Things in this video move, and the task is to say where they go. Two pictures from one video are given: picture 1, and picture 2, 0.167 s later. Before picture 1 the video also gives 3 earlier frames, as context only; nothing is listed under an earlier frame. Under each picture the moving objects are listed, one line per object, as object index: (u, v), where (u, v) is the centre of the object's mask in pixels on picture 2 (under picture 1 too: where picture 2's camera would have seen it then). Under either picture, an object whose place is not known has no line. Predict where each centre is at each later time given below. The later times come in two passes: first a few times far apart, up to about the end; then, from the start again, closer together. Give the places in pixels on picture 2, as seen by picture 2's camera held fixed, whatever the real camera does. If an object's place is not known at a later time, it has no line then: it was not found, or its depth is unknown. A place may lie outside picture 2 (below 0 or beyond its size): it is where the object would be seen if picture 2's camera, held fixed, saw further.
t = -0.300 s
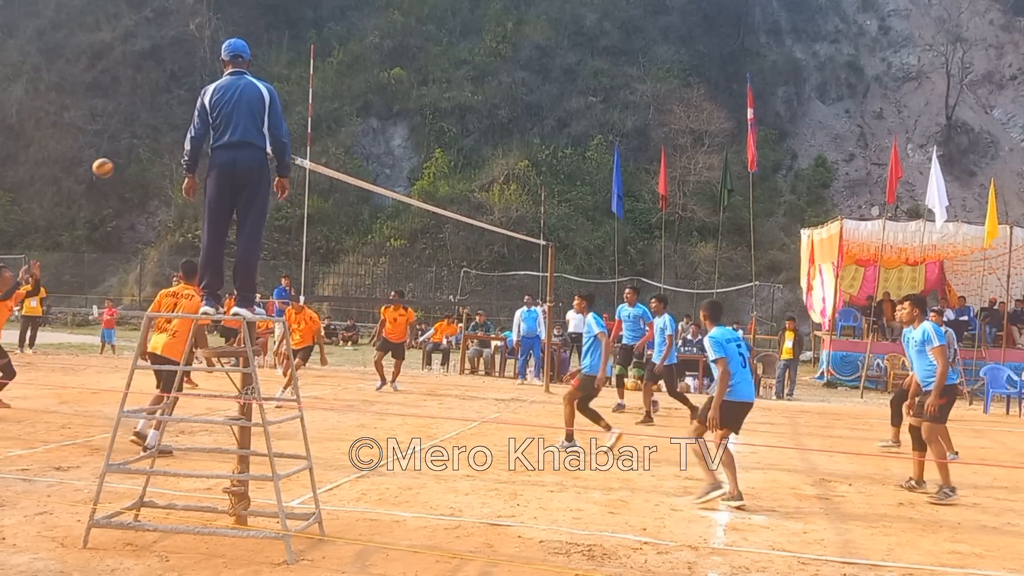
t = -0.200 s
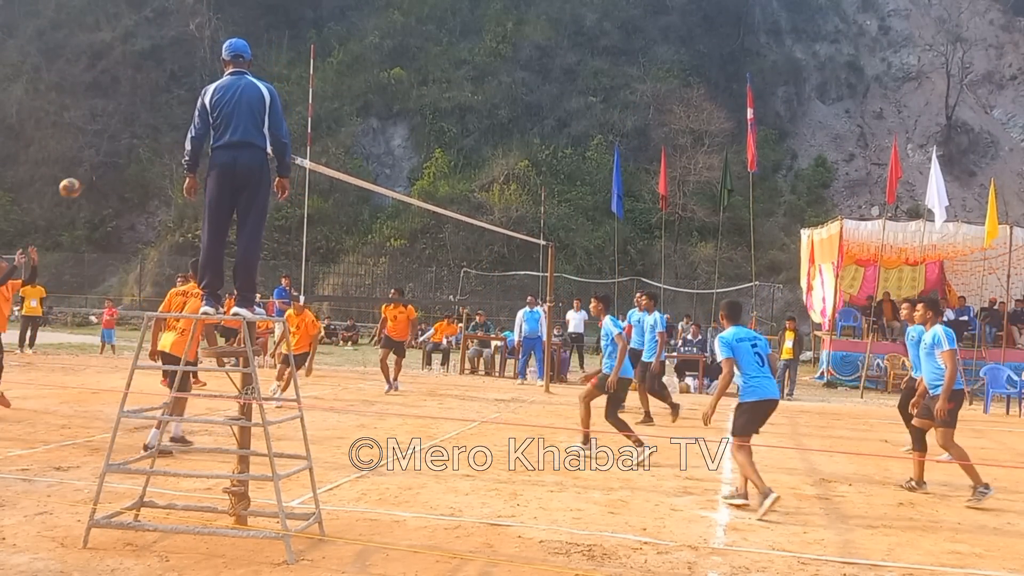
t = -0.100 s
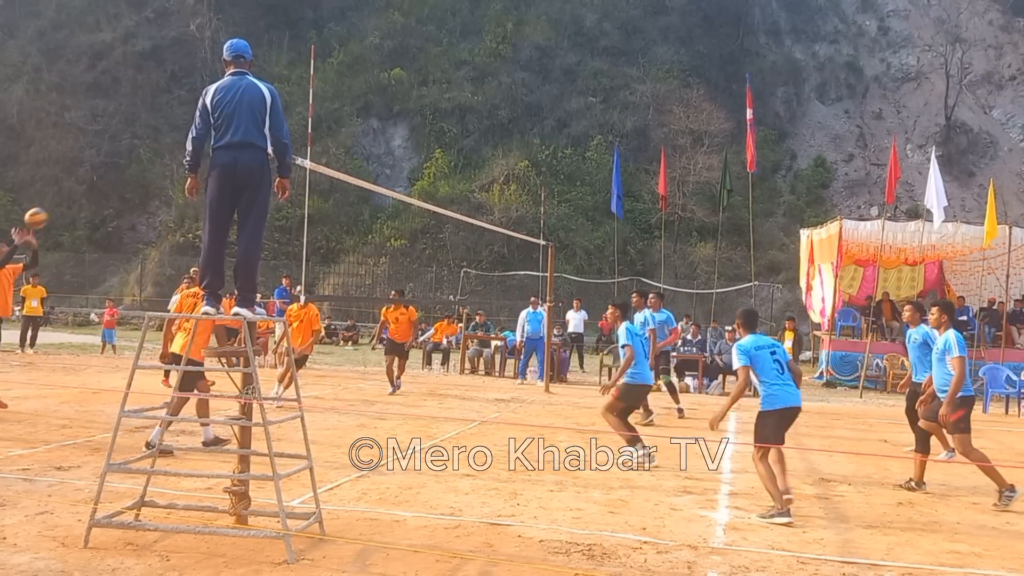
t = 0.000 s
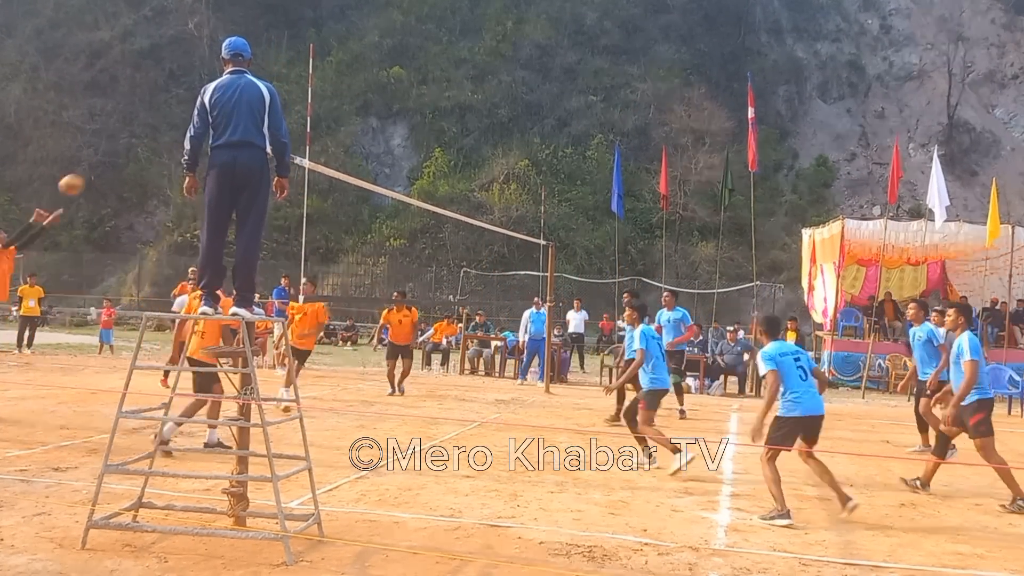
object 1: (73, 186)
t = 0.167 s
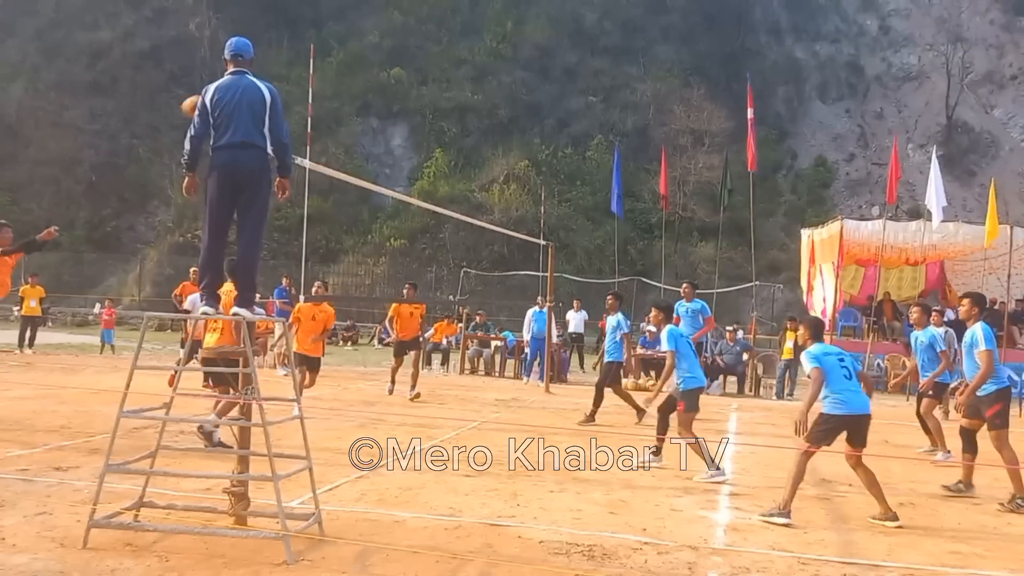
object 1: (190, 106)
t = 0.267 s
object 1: (271, 69)
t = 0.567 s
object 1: (511, 15)
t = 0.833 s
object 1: (742, 47)
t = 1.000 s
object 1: (896, 109)
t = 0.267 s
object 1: (271, 69)
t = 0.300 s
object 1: (297, 59)
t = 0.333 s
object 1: (323, 50)
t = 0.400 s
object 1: (376, 35)
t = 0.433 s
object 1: (403, 29)
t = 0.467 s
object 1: (429, 24)
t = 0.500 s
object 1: (456, 20)
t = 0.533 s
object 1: (484, 17)
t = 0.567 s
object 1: (511, 15)
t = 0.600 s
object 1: (539, 15)
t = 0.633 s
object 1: (567, 16)
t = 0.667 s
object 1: (595, 17)
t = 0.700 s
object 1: (624, 21)
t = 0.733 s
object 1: (652, 25)
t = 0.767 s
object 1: (682, 31)
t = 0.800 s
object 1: (712, 38)
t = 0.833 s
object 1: (742, 47)
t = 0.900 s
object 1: (802, 67)
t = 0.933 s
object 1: (833, 80)
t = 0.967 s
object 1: (865, 94)
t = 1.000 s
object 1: (896, 109)
